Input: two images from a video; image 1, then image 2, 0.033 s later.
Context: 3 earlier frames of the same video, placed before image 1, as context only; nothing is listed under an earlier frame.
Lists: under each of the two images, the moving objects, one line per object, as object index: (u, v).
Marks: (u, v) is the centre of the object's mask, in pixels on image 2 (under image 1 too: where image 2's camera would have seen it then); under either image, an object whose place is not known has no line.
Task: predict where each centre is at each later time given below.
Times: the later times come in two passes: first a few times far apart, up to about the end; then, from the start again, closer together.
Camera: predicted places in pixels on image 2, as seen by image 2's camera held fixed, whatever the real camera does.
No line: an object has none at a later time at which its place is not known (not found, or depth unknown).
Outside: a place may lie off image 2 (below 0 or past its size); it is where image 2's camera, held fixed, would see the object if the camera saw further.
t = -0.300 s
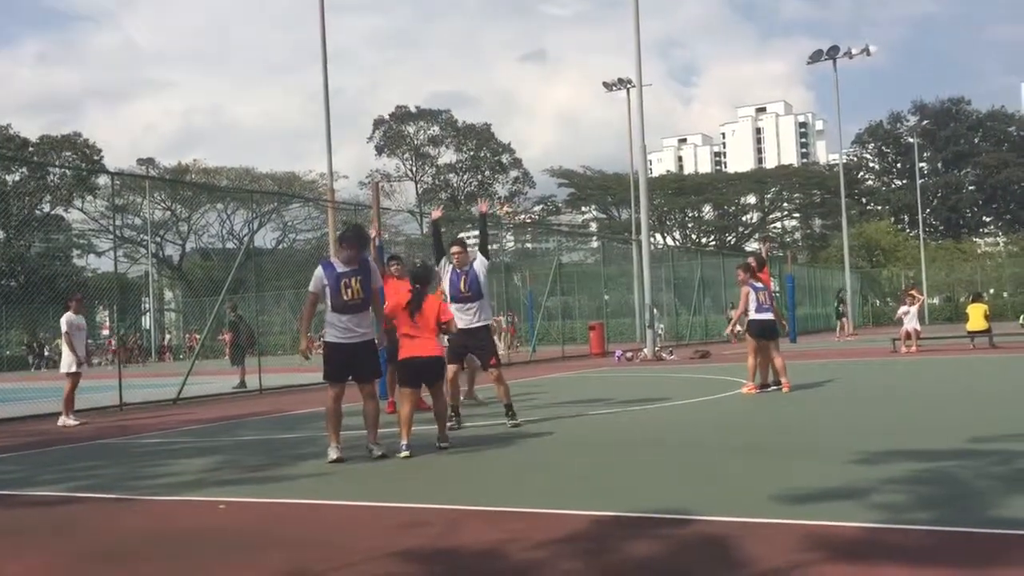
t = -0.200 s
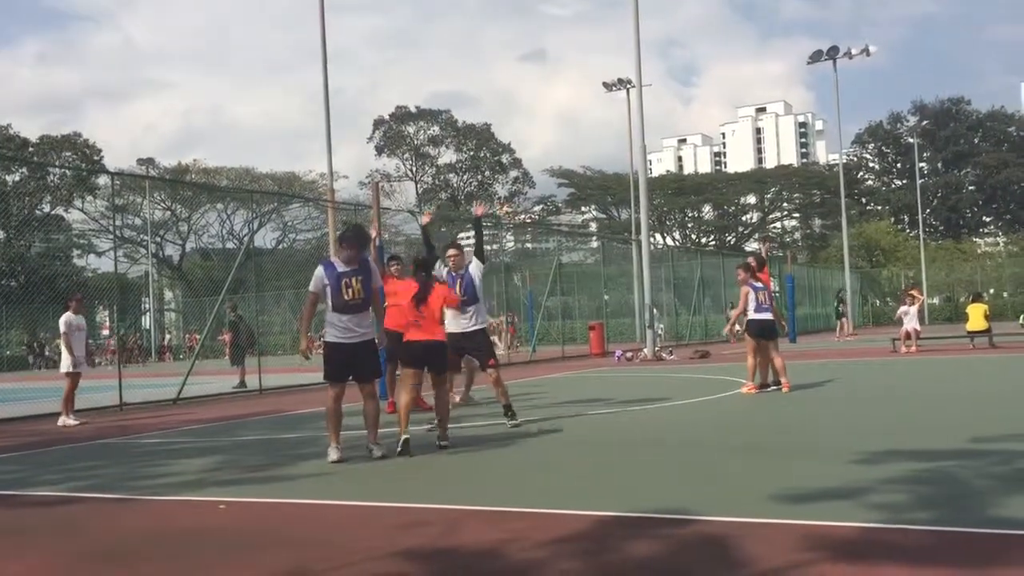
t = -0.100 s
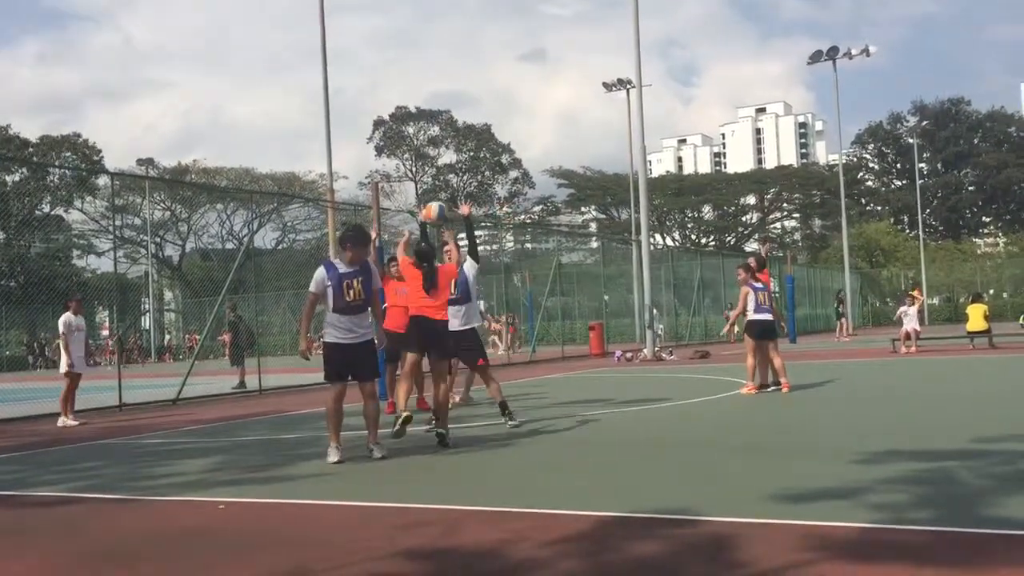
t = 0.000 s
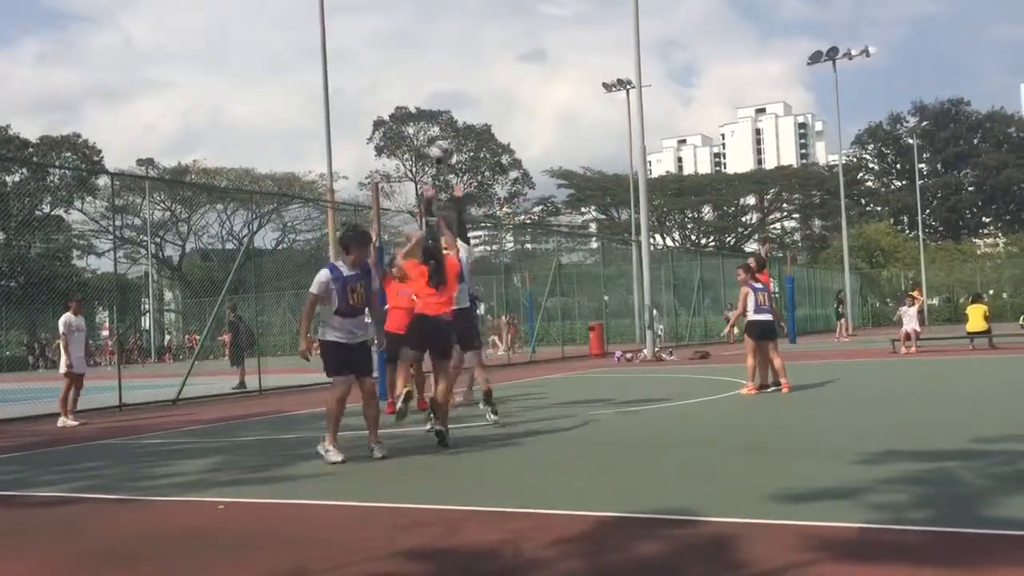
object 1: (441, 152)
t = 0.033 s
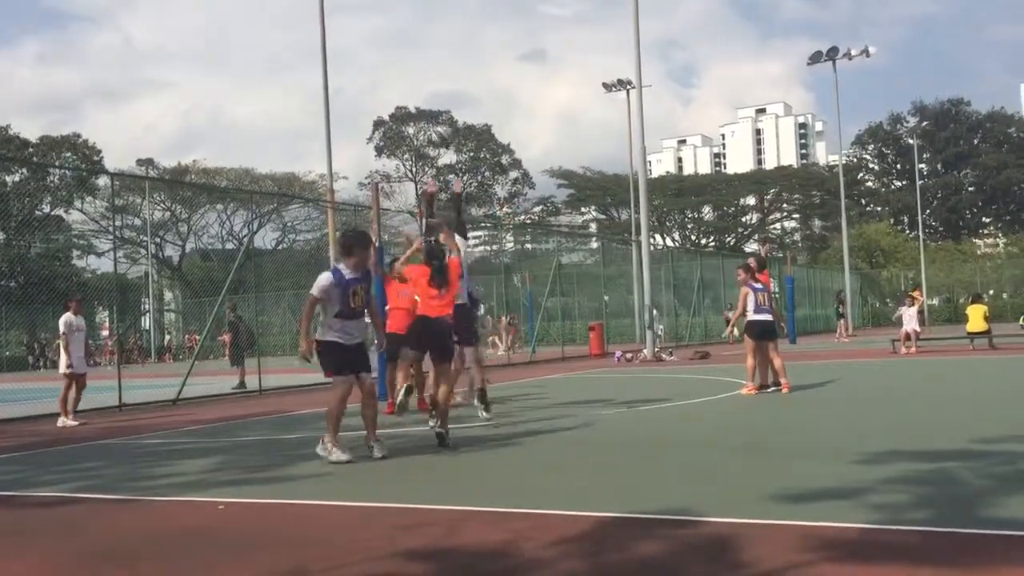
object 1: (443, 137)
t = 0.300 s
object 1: (457, 60)
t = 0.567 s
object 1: (473, 59)
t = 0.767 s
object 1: (483, 95)
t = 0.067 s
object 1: (447, 122)
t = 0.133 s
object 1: (448, 97)
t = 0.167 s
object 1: (451, 86)
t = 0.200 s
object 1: (452, 78)
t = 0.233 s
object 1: (454, 71)
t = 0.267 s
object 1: (456, 65)
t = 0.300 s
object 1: (457, 60)
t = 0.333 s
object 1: (459, 56)
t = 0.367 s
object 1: (461, 53)
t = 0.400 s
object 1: (462, 51)
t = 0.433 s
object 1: (464, 51)
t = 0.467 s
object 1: (466, 51)
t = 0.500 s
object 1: (468, 53)
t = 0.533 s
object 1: (470, 55)
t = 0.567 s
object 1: (473, 59)
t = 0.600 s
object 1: (474, 63)
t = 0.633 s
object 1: (476, 68)
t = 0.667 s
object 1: (478, 74)
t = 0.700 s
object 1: (479, 79)
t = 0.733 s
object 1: (481, 87)
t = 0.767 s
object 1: (483, 95)
